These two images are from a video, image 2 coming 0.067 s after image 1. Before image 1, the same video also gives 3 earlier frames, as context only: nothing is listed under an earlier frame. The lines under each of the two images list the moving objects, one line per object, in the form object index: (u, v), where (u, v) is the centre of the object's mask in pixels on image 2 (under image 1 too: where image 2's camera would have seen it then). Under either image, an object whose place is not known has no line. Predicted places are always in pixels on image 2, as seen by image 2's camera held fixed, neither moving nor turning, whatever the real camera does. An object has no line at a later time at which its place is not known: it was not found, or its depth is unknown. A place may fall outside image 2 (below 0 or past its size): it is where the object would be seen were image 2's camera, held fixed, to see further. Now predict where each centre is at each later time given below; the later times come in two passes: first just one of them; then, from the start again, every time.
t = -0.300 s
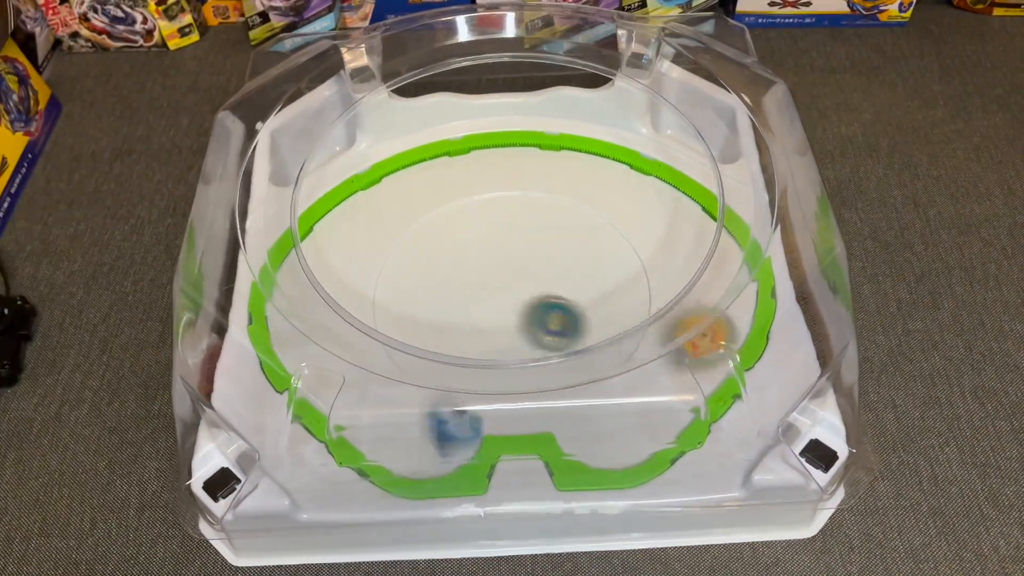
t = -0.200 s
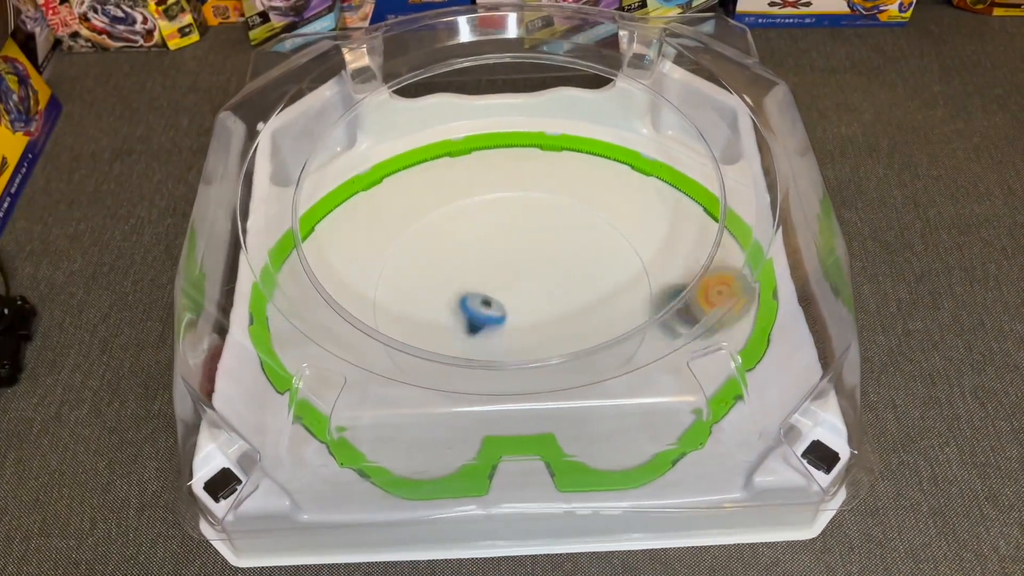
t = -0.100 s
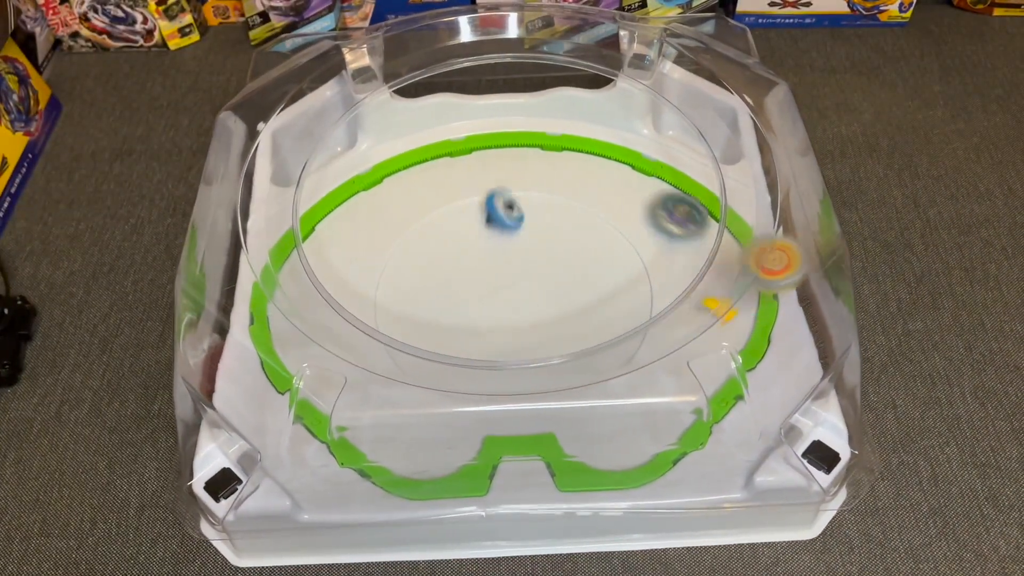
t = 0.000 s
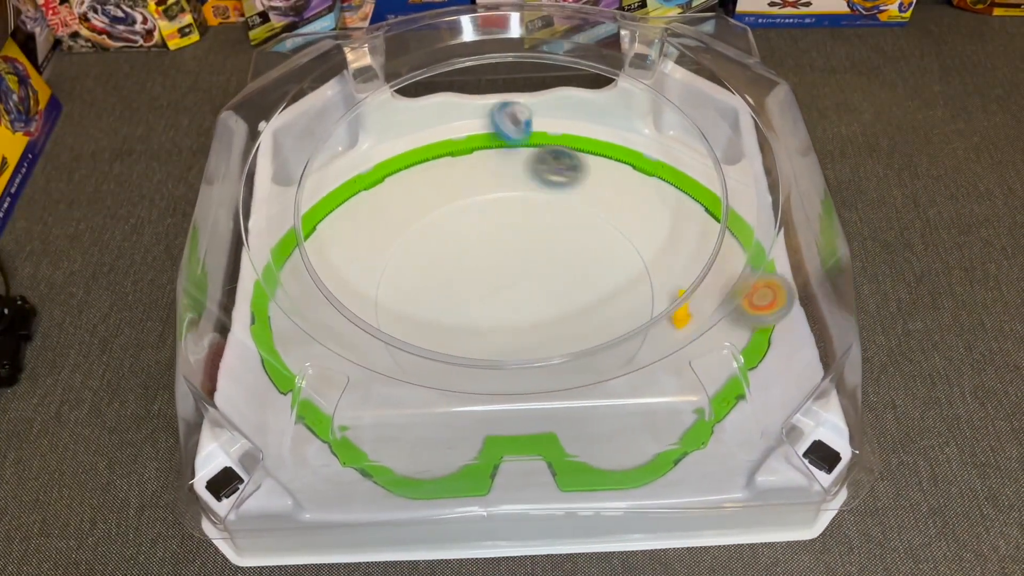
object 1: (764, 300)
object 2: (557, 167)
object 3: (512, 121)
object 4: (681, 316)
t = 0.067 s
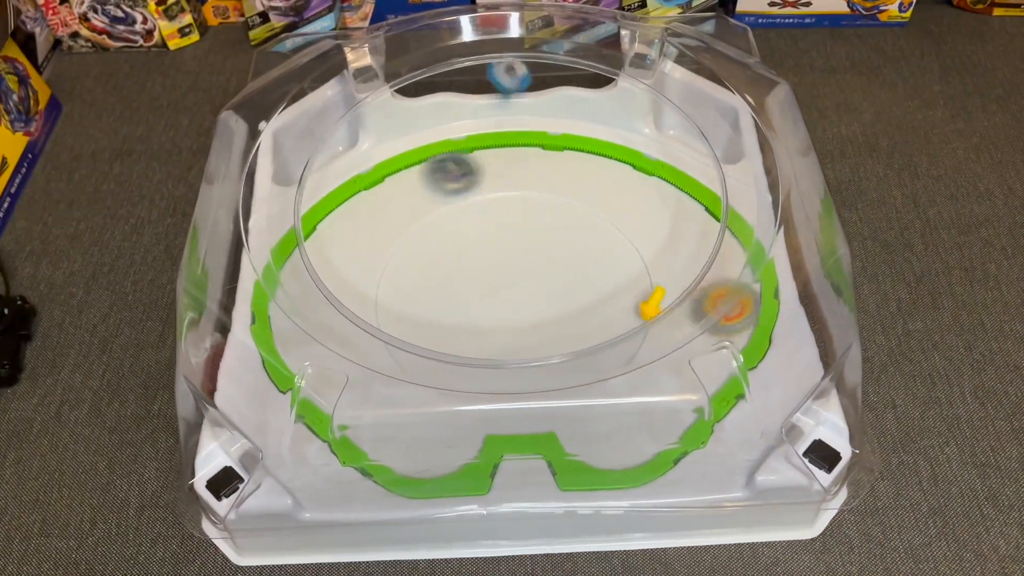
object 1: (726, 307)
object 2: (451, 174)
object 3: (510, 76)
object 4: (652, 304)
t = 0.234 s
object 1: (666, 331)
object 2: (364, 394)
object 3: (503, 79)
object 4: (565, 288)
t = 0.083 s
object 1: (720, 307)
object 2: (425, 182)
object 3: (509, 73)
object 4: (645, 305)
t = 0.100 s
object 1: (712, 309)
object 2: (398, 194)
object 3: (512, 74)
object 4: (636, 306)
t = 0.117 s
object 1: (704, 310)
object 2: (373, 209)
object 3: (512, 74)
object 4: (627, 306)
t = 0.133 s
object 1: (696, 311)
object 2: (351, 226)
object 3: (509, 72)
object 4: (617, 304)
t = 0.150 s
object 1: (689, 312)
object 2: (330, 248)
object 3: (510, 62)
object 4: (607, 302)
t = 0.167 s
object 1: (682, 316)
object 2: (310, 275)
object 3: (510, 64)
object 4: (599, 300)
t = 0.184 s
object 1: (677, 318)
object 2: (300, 309)
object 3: (508, 72)
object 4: (591, 299)
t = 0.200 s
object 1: (673, 321)
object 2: (306, 339)
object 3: (507, 78)
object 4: (581, 295)
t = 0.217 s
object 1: (669, 325)
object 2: (334, 366)
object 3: (506, 78)
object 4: (573, 291)
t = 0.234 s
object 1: (666, 331)
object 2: (364, 394)
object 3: (503, 79)
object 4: (565, 288)
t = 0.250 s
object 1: (663, 335)
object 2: (393, 422)
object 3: (500, 84)
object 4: (558, 286)
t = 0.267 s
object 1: (660, 341)
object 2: (427, 445)
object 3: (493, 88)
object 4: (552, 285)
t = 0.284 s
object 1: (658, 344)
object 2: (451, 432)
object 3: (493, 91)
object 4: (546, 282)
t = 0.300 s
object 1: (655, 347)
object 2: (458, 397)
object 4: (540, 280)
